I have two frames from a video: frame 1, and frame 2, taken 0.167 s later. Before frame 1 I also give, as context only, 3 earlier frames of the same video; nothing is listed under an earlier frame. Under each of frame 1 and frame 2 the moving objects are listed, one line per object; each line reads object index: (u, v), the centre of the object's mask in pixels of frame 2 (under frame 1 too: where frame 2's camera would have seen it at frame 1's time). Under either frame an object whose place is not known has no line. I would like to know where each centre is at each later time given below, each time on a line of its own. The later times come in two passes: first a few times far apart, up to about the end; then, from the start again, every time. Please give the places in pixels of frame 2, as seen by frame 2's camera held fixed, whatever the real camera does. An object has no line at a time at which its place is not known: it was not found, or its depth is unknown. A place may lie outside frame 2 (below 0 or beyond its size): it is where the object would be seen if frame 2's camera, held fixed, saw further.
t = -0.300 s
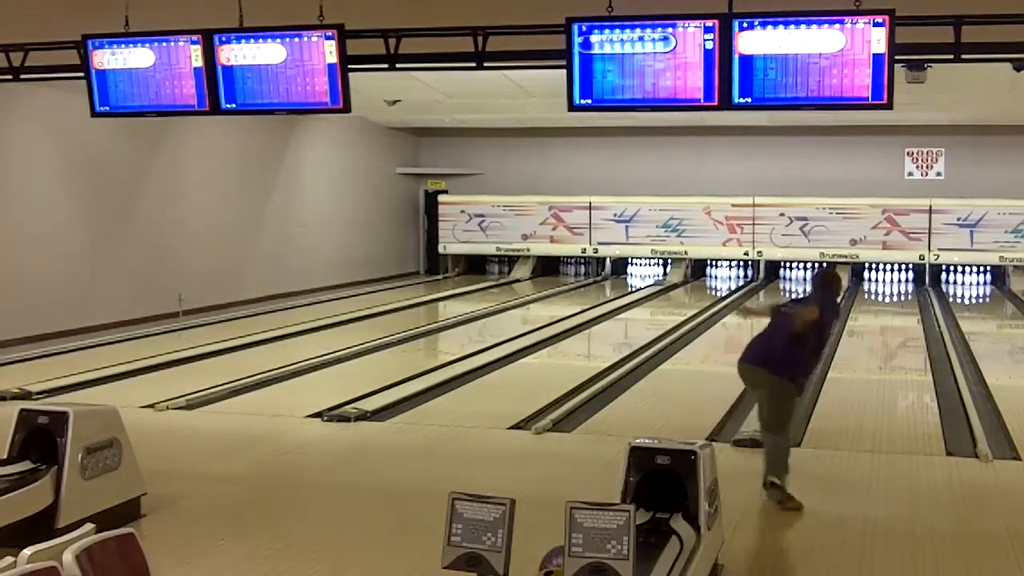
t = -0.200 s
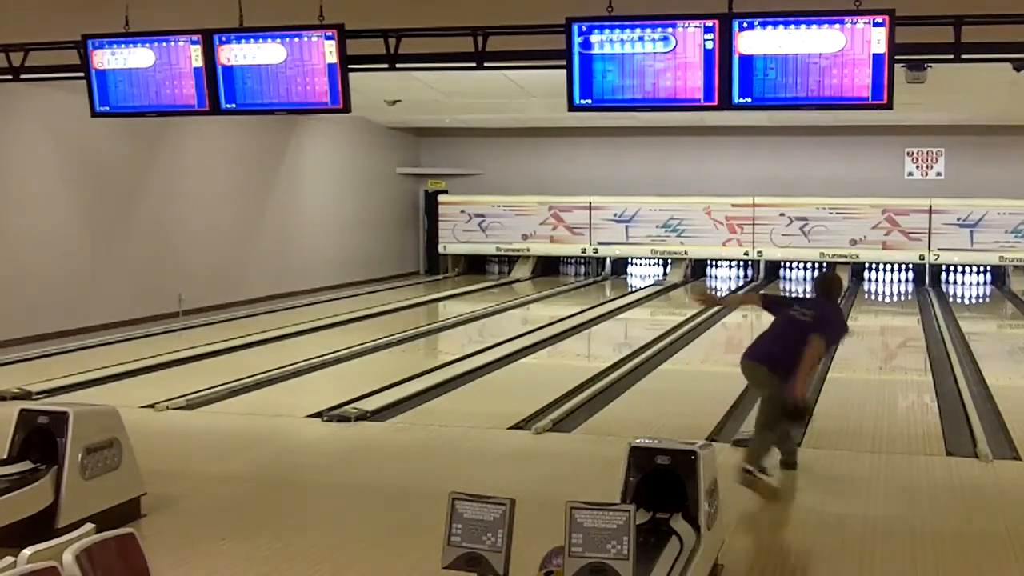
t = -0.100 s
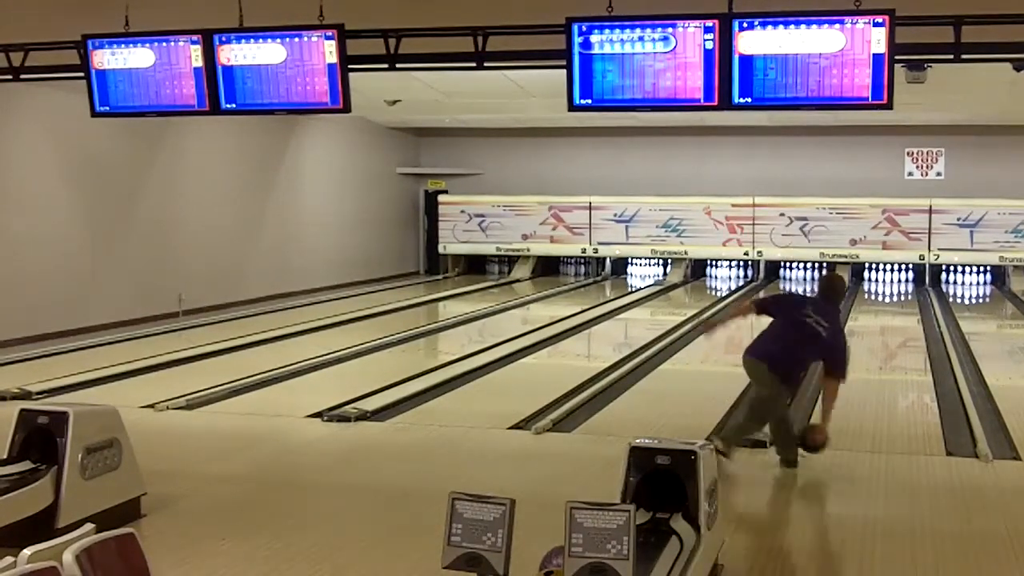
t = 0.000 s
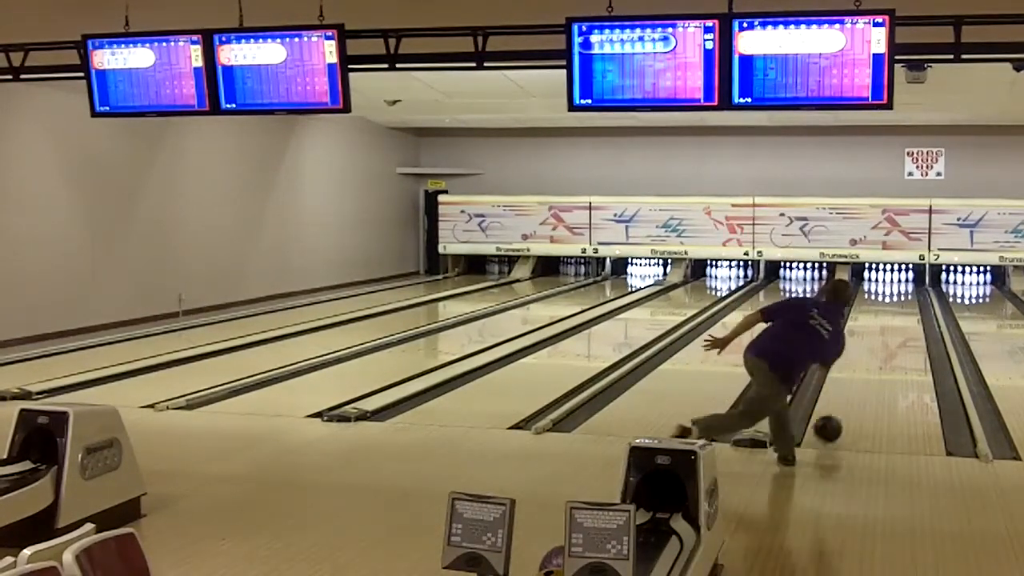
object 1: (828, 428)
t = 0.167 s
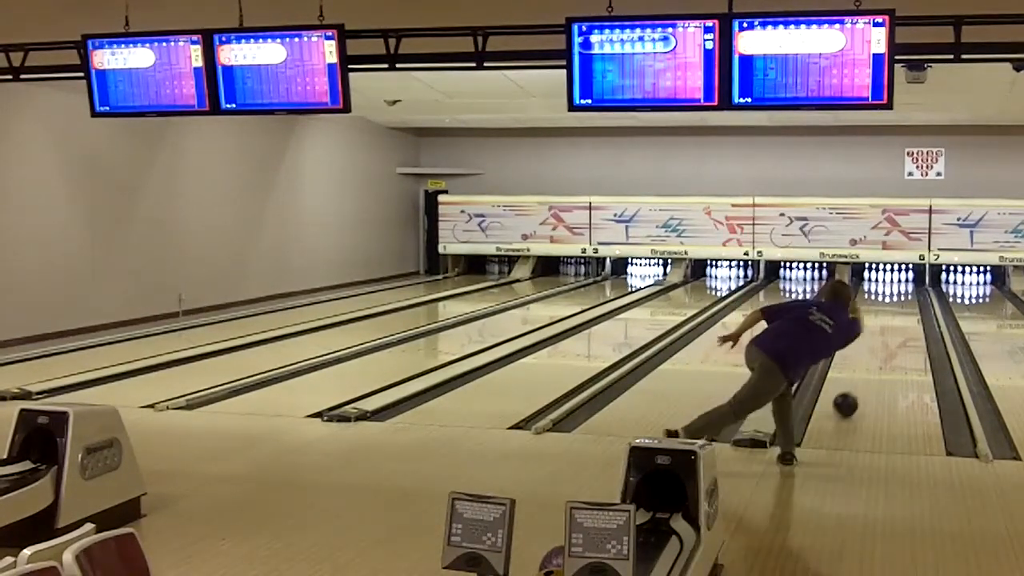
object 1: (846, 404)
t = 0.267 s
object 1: (854, 390)
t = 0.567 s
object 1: (874, 358)
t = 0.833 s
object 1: (886, 337)
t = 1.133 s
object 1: (895, 320)
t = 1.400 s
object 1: (900, 307)
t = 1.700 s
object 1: (902, 296)
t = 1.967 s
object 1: (899, 287)
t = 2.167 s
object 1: (895, 282)
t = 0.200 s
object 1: (849, 399)
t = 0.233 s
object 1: (851, 395)
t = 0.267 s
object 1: (854, 390)
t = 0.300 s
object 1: (857, 386)
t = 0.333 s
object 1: (859, 382)
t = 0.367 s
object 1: (862, 378)
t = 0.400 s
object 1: (864, 374)
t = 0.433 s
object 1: (866, 371)
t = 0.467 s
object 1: (868, 367)
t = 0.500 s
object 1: (870, 364)
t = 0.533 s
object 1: (872, 361)
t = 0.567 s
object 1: (874, 358)
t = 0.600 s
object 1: (876, 355)
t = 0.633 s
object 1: (877, 352)
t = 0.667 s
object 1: (879, 350)
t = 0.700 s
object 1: (880, 347)
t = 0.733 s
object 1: (882, 345)
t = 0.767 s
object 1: (883, 342)
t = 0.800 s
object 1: (885, 340)
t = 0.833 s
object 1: (886, 337)
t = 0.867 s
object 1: (887, 335)
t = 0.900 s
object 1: (888, 333)
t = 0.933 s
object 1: (889, 331)
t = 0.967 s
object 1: (890, 329)
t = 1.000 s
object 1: (891, 327)
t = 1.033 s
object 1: (892, 325)
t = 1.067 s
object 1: (893, 323)
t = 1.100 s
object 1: (894, 321)
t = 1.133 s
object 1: (895, 320)
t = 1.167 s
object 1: (895, 318)
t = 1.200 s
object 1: (896, 316)
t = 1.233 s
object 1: (897, 315)
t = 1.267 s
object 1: (898, 313)
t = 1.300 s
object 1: (898, 312)
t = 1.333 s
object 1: (899, 310)
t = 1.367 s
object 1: (899, 308)
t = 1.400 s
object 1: (900, 307)
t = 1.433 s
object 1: (900, 306)
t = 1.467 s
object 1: (900, 304)
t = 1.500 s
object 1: (901, 303)
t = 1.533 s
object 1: (901, 301)
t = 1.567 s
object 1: (901, 300)
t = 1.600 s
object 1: (901, 299)
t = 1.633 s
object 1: (902, 298)
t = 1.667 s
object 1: (902, 297)
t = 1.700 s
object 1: (902, 296)
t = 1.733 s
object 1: (902, 295)
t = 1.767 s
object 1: (901, 293)
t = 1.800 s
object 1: (901, 293)
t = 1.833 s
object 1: (900, 292)
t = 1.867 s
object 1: (901, 291)
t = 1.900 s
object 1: (900, 290)
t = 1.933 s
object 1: (899, 288)
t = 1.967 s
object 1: (899, 287)
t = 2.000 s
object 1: (898, 287)
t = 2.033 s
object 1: (898, 285)
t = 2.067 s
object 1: (897, 285)
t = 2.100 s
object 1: (896, 284)
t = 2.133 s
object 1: (896, 283)
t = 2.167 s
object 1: (895, 282)
